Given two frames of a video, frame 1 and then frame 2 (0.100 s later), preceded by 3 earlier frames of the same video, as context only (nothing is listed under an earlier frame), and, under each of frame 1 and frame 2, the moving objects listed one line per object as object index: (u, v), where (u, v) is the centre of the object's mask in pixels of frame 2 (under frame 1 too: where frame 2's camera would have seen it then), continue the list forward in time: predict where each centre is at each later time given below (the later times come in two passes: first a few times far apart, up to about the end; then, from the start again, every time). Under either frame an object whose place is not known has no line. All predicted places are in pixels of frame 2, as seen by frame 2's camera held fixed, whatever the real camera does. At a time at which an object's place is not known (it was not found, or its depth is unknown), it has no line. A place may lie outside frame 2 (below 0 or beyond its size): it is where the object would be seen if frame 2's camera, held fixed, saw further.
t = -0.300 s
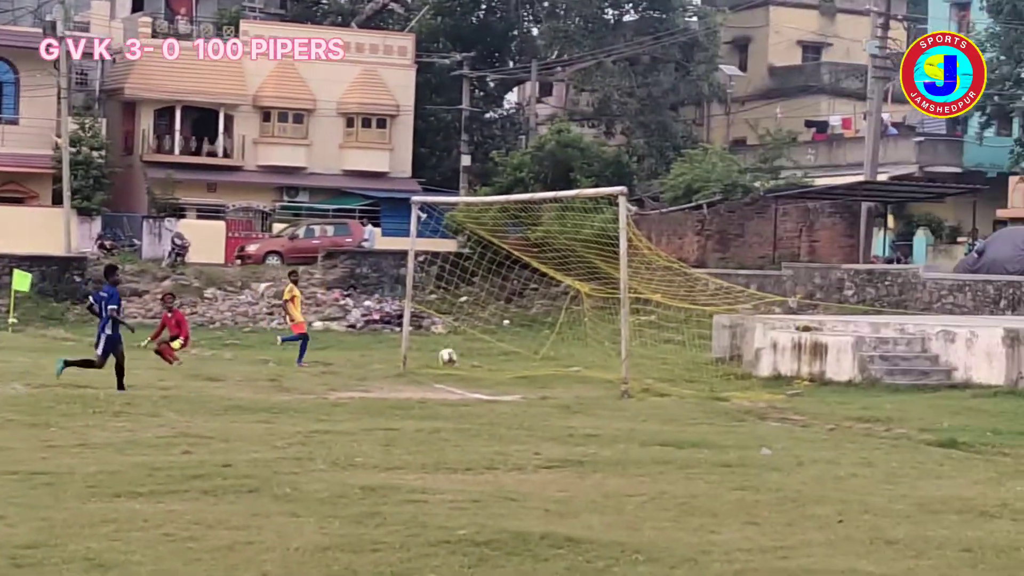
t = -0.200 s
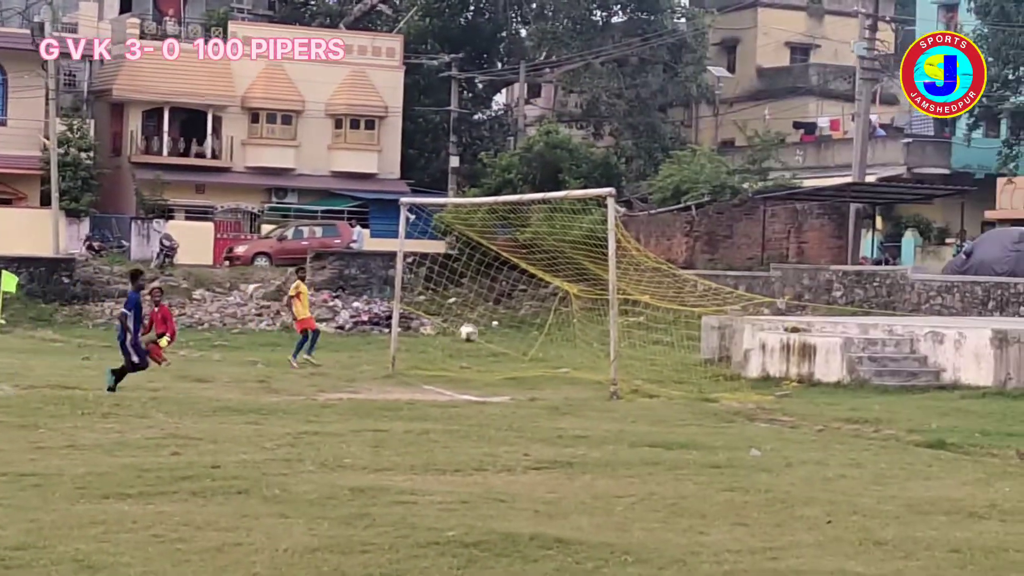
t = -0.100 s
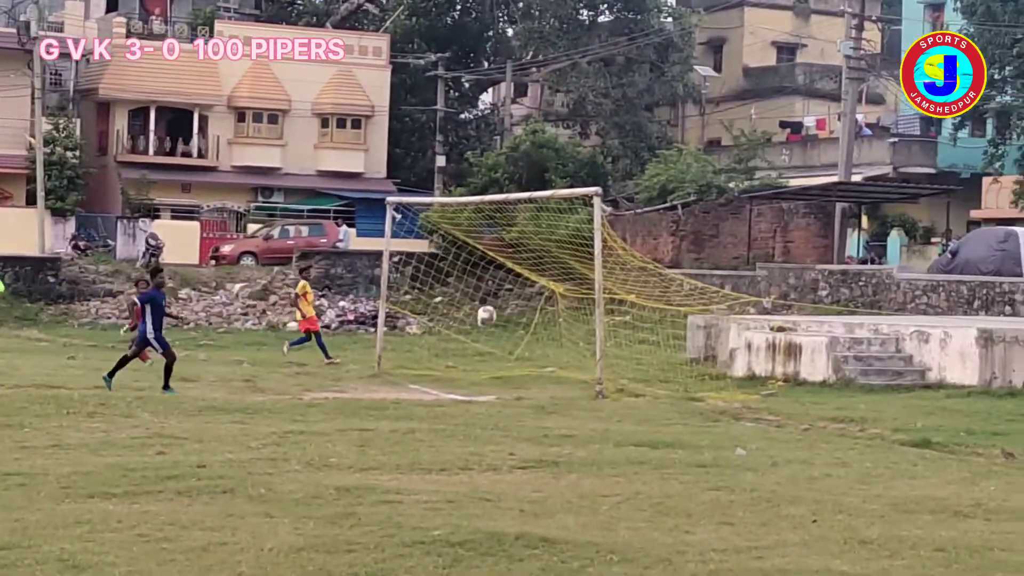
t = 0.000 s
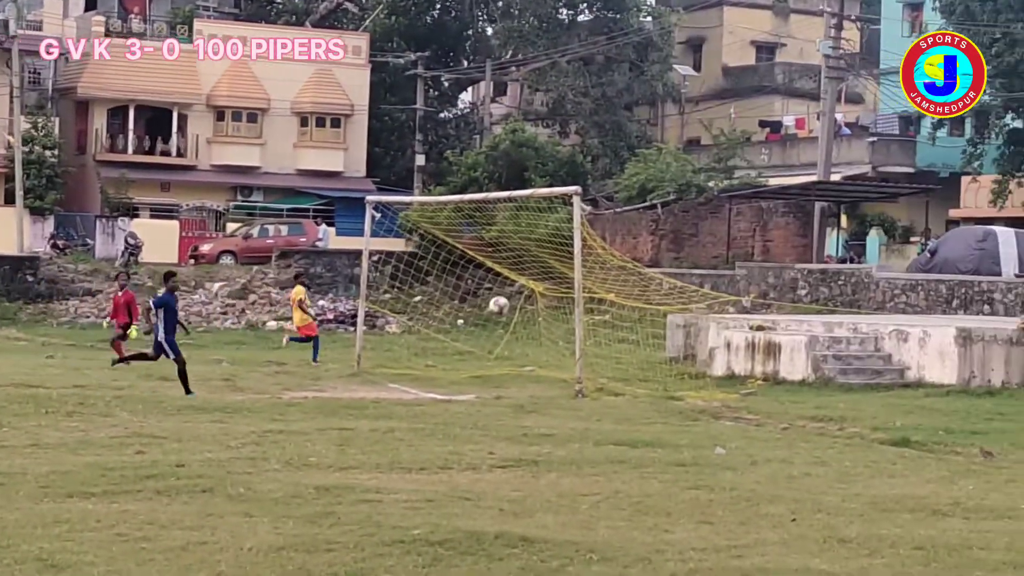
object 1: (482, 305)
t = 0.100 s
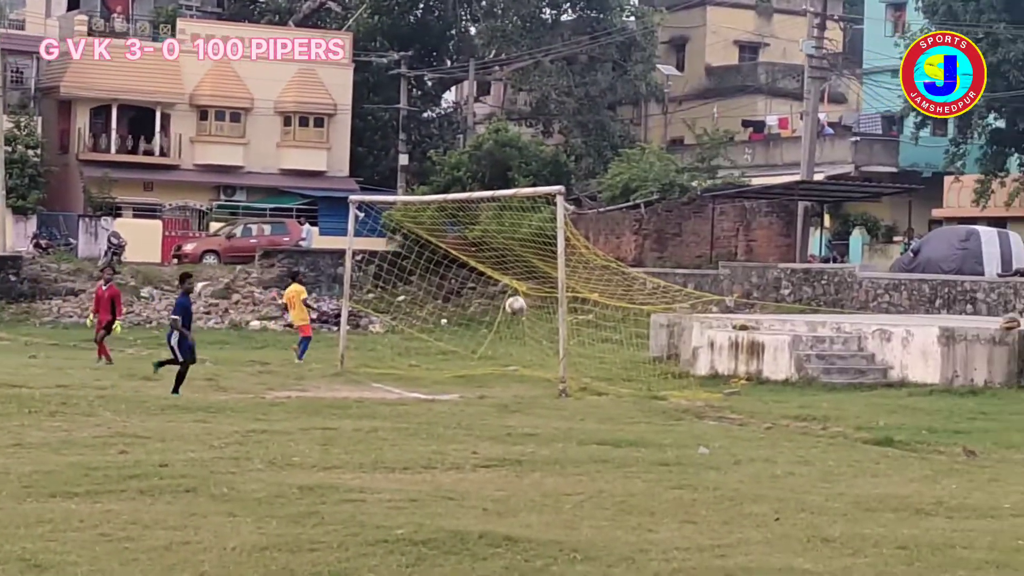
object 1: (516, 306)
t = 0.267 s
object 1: (572, 328)
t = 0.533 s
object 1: (666, 425)
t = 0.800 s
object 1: (777, 385)
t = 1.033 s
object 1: (879, 400)
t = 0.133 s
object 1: (527, 308)
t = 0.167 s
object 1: (538, 311)
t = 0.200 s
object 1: (549, 316)
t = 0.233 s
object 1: (560, 321)
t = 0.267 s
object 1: (572, 328)
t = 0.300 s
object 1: (584, 335)
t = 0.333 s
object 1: (595, 344)
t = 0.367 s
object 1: (607, 355)
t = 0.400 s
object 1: (619, 367)
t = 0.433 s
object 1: (630, 379)
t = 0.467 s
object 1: (642, 392)
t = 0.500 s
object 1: (654, 408)
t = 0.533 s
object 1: (666, 425)
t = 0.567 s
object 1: (677, 427)
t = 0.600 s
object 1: (691, 418)
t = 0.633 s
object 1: (705, 410)
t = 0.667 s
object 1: (719, 402)
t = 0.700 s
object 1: (733, 396)
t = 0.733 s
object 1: (747, 391)
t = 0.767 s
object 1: (761, 387)
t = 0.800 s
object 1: (777, 385)
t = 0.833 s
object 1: (791, 383)
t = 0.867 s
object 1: (805, 382)
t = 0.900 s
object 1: (820, 384)
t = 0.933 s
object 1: (834, 385)
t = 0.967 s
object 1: (849, 389)
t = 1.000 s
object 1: (864, 394)
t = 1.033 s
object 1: (879, 400)
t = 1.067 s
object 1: (895, 407)
